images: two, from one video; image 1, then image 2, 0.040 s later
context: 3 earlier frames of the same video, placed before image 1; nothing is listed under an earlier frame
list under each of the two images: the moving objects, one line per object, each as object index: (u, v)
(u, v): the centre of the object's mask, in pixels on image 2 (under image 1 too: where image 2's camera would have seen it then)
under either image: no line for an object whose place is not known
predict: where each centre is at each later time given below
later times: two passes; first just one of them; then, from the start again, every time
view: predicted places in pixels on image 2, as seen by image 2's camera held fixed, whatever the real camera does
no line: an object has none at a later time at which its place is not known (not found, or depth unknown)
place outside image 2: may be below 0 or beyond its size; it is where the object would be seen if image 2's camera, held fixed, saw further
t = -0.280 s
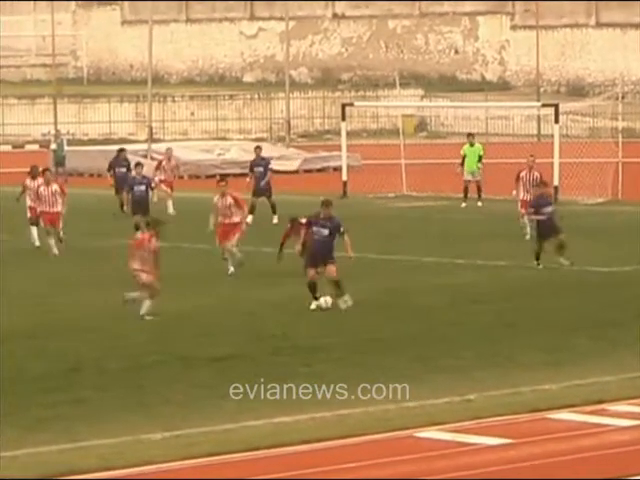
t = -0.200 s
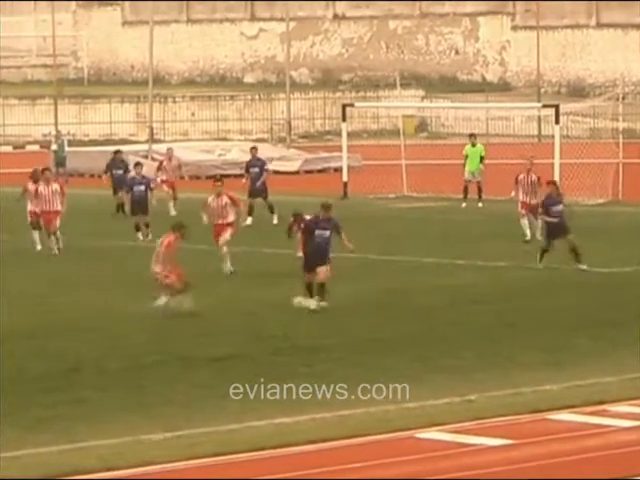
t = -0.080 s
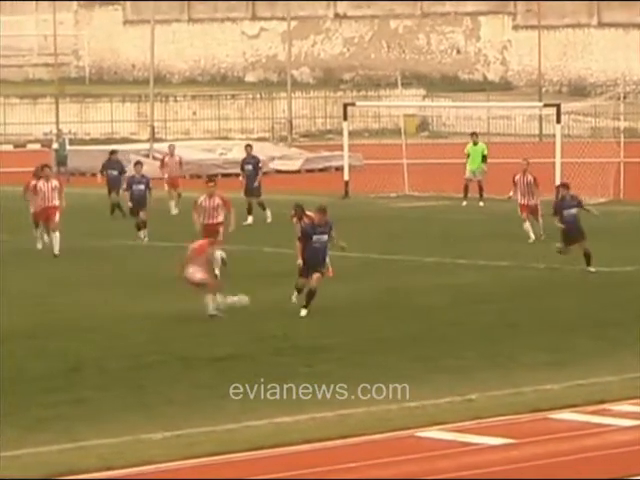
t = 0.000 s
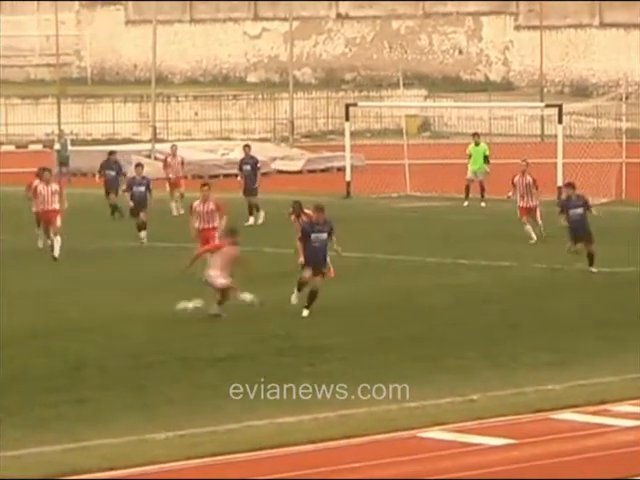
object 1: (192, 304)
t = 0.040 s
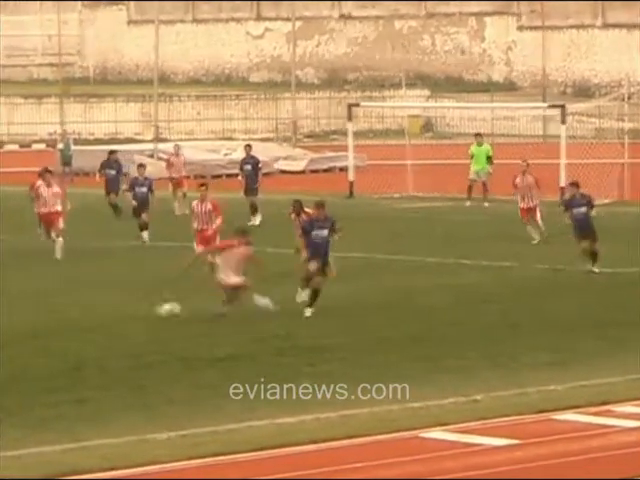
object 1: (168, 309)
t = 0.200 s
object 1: (68, 335)
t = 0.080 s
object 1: (146, 313)
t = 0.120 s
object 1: (121, 319)
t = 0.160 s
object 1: (95, 326)
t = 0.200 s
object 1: (68, 335)
